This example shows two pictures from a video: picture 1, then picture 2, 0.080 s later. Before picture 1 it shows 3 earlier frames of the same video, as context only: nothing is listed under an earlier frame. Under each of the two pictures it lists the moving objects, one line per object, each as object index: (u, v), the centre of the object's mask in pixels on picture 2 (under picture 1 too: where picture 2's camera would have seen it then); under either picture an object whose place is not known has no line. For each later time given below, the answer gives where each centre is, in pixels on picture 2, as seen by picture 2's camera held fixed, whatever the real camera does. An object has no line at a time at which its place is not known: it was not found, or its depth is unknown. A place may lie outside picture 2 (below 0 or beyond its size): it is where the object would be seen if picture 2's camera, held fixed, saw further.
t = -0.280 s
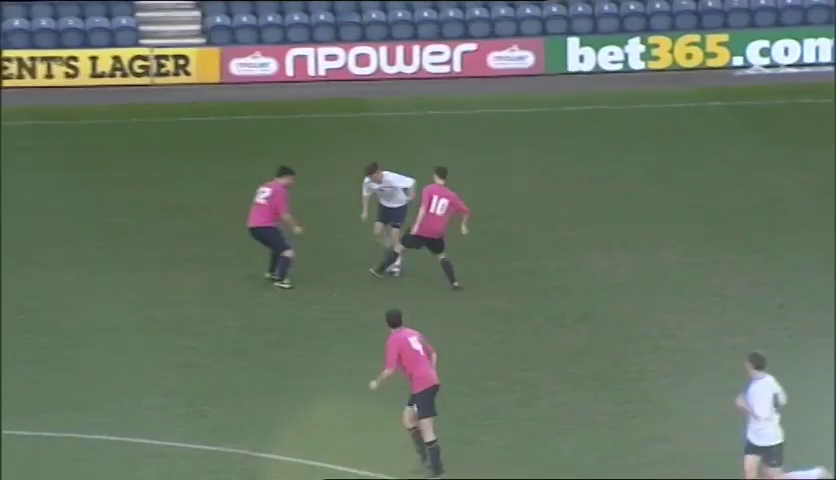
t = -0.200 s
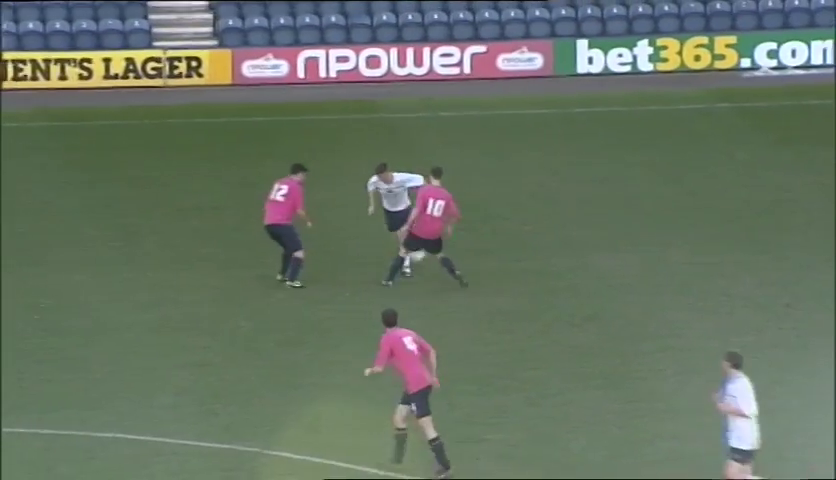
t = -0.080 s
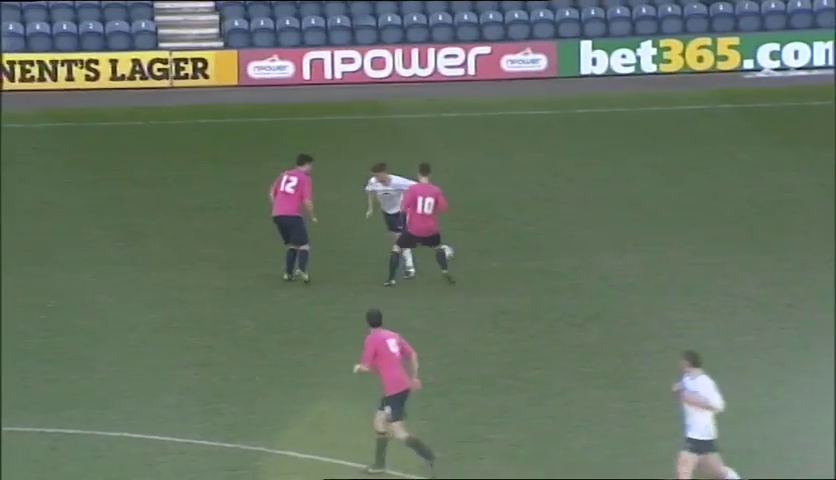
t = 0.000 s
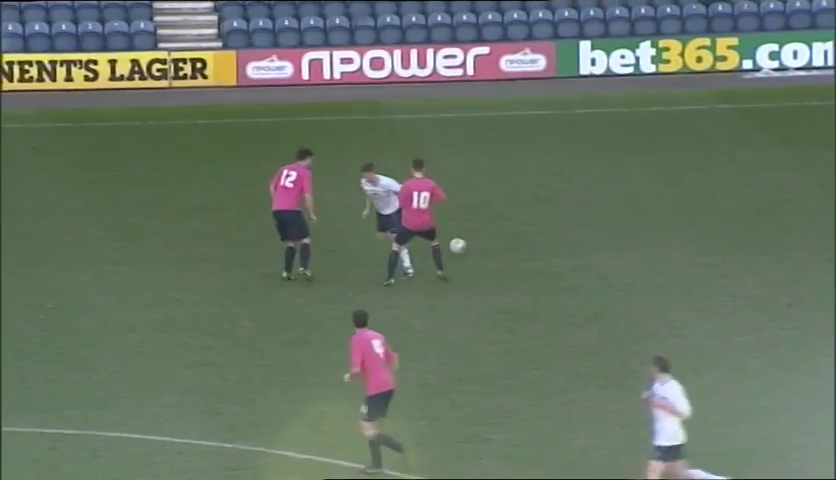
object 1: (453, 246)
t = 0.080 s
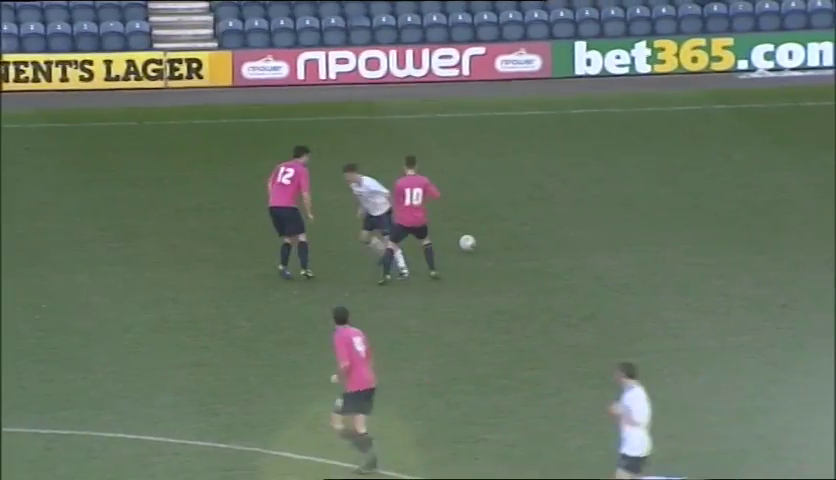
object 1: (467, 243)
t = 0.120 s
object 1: (473, 242)
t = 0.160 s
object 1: (479, 241)
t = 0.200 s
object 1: (486, 238)
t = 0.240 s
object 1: (492, 236)
